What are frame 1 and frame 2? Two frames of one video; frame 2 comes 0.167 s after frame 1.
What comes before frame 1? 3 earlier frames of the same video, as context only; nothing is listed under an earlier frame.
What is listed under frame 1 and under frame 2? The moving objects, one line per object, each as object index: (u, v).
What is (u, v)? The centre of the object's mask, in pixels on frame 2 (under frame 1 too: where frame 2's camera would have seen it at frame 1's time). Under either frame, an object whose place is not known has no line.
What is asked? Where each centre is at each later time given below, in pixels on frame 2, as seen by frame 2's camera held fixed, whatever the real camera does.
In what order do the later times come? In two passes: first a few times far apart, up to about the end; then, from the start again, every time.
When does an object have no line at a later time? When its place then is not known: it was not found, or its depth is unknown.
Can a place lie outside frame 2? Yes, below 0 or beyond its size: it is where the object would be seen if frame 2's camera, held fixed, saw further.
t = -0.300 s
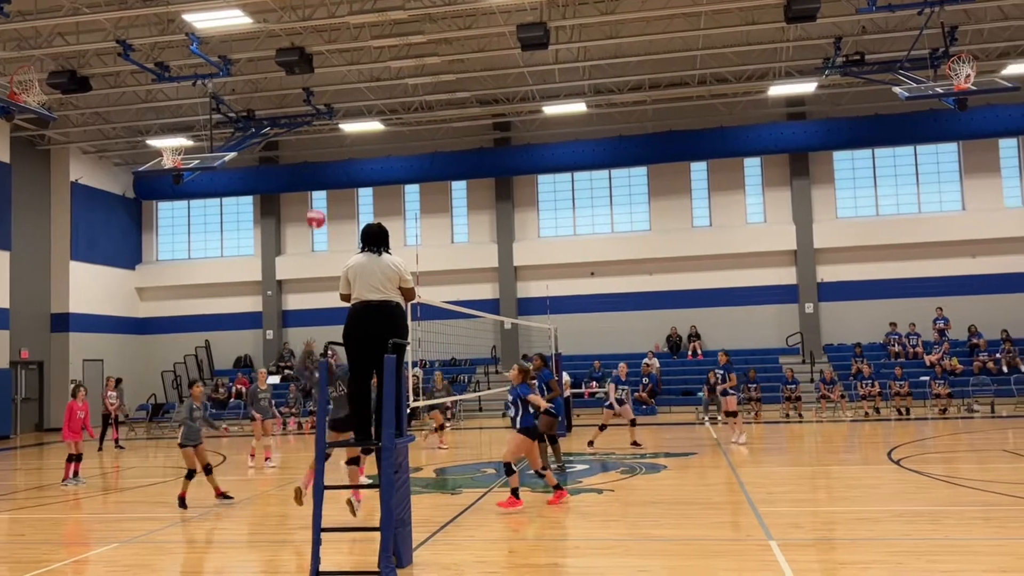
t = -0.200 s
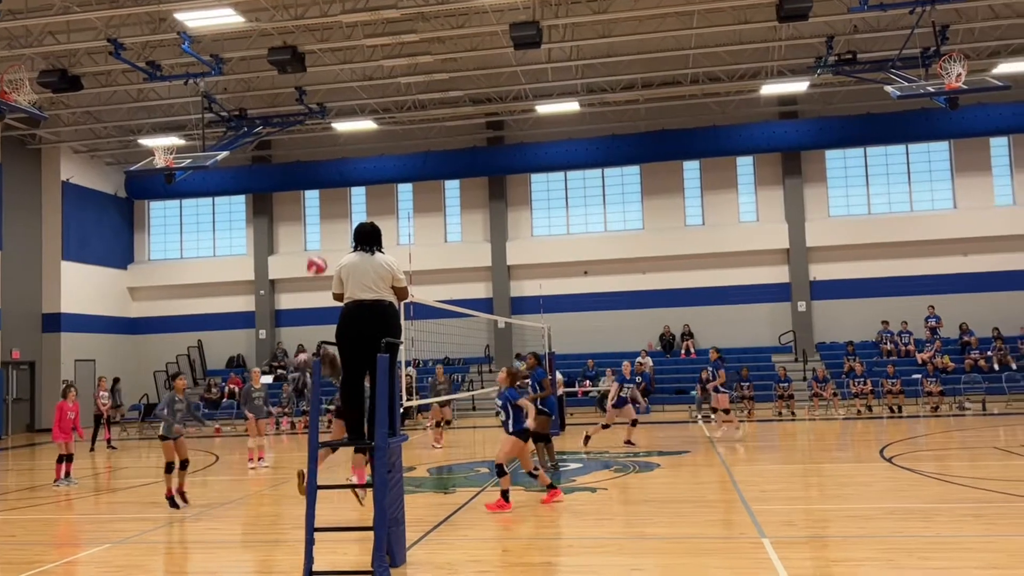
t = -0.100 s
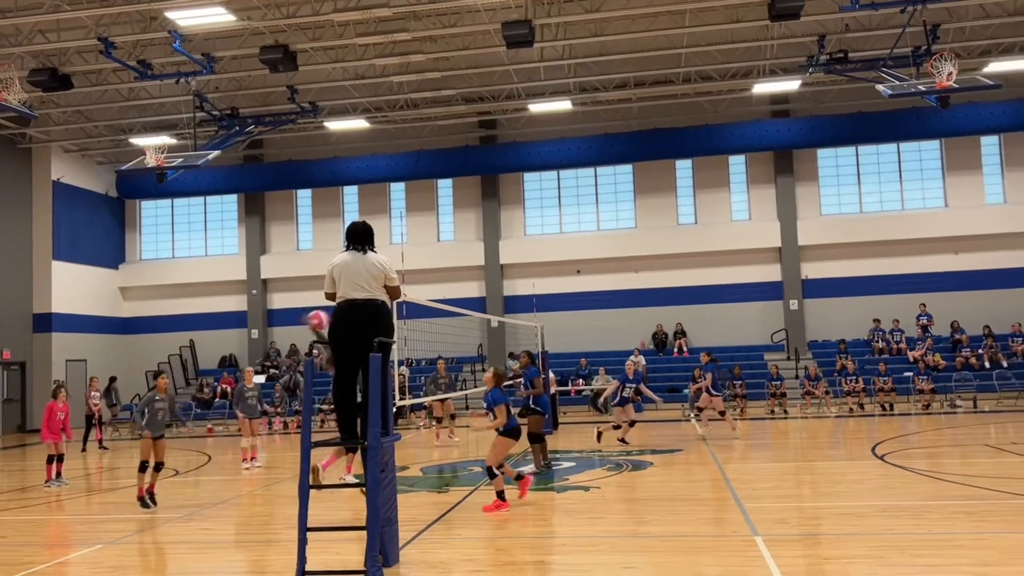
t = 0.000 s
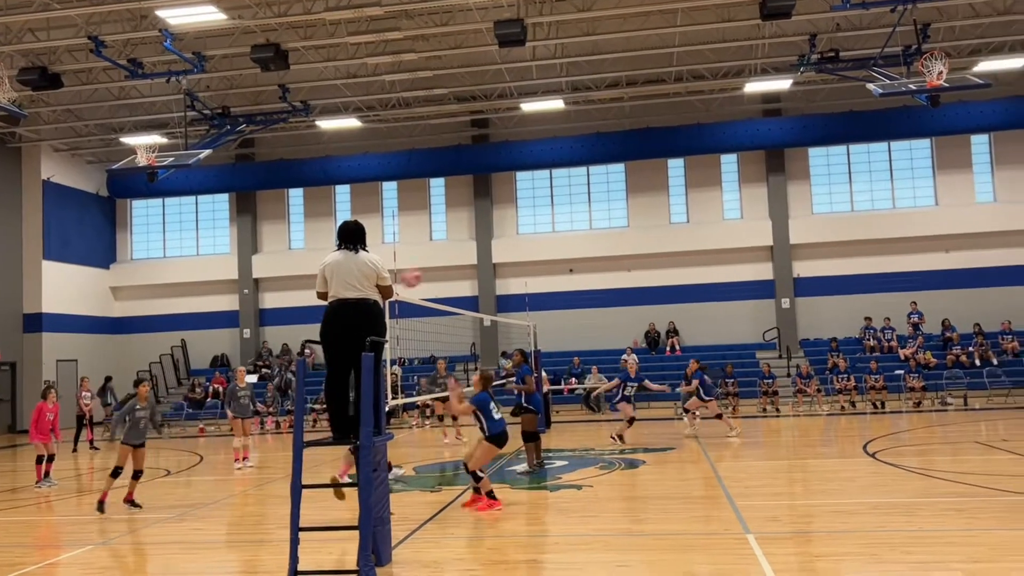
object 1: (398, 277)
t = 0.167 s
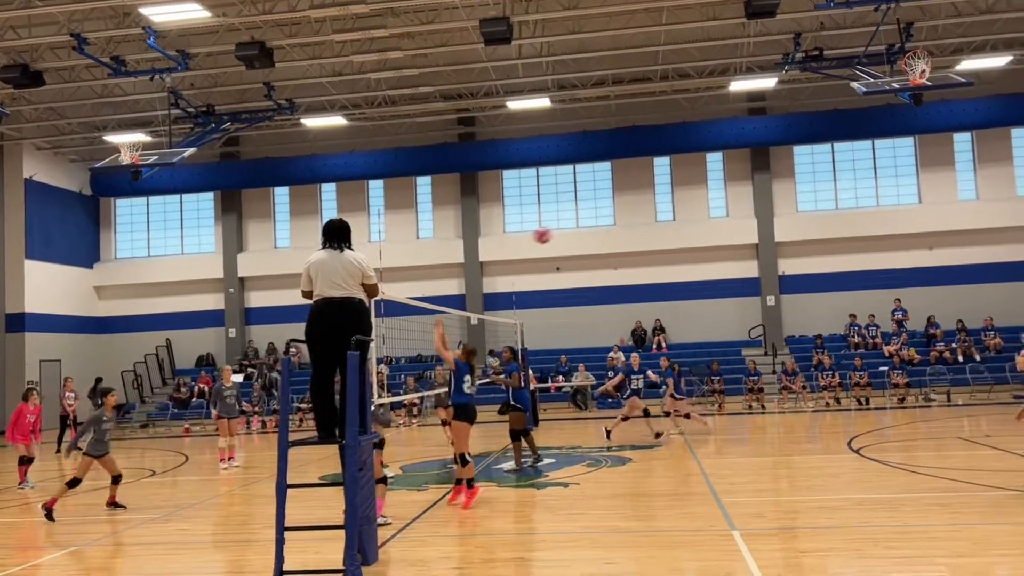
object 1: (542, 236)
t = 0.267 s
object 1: (618, 225)
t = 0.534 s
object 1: (794, 242)
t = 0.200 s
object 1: (569, 231)
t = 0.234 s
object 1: (593, 227)
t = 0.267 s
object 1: (618, 225)
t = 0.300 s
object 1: (642, 224)
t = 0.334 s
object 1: (665, 224)
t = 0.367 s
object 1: (688, 224)
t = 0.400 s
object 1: (710, 227)
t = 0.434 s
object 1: (732, 230)
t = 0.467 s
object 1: (753, 234)
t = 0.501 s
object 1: (773, 237)
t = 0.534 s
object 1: (794, 242)
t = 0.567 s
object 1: (814, 248)
